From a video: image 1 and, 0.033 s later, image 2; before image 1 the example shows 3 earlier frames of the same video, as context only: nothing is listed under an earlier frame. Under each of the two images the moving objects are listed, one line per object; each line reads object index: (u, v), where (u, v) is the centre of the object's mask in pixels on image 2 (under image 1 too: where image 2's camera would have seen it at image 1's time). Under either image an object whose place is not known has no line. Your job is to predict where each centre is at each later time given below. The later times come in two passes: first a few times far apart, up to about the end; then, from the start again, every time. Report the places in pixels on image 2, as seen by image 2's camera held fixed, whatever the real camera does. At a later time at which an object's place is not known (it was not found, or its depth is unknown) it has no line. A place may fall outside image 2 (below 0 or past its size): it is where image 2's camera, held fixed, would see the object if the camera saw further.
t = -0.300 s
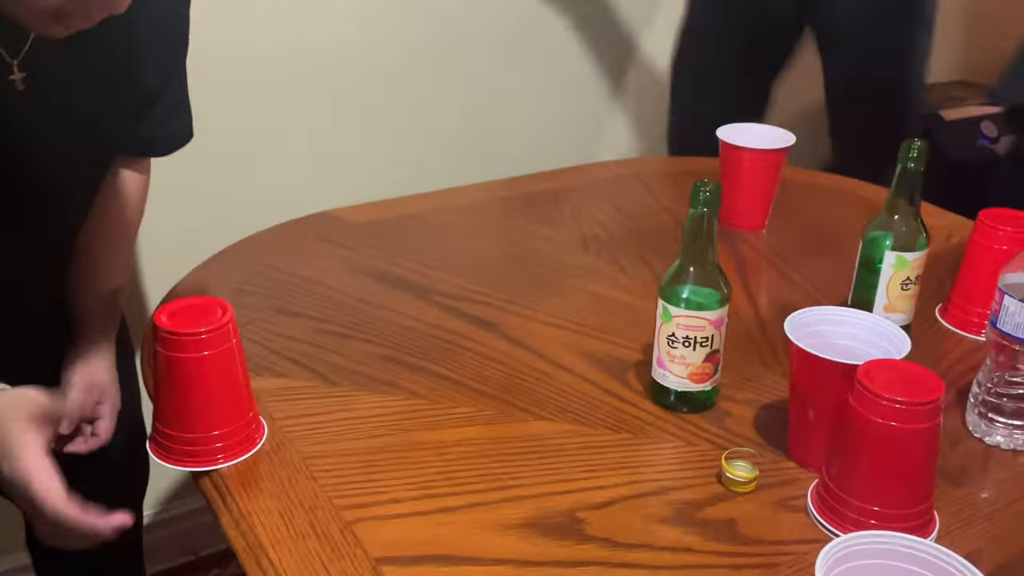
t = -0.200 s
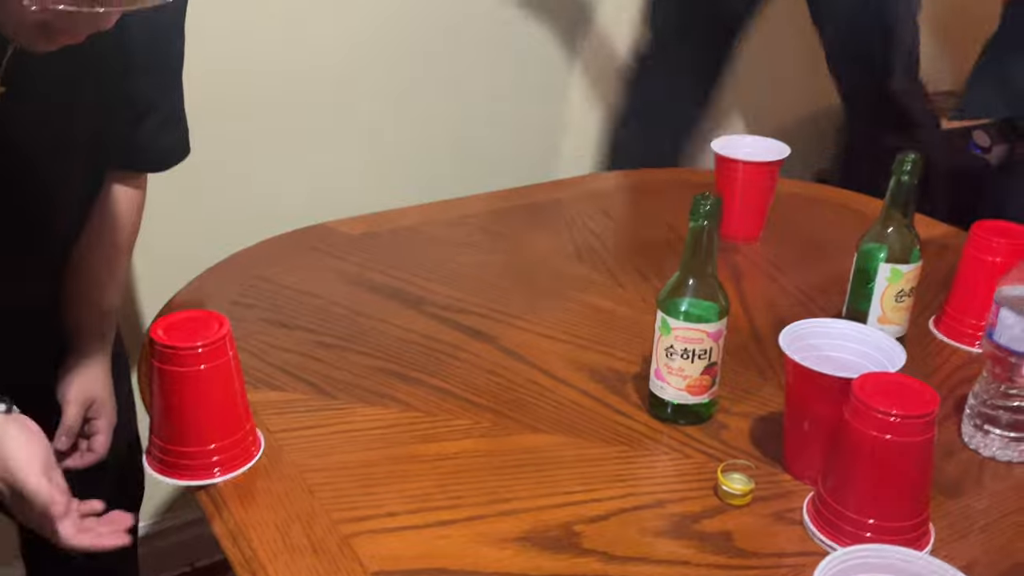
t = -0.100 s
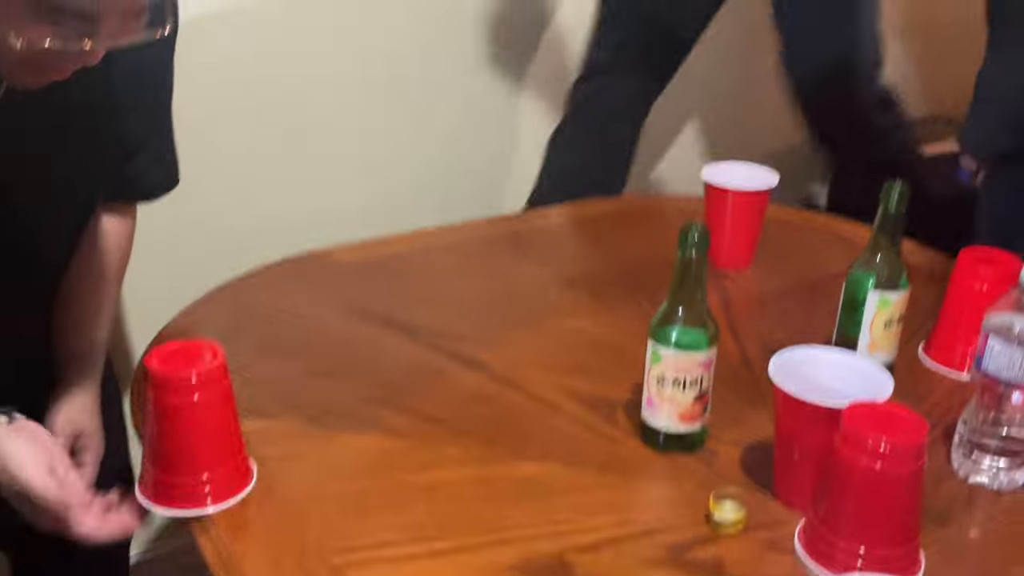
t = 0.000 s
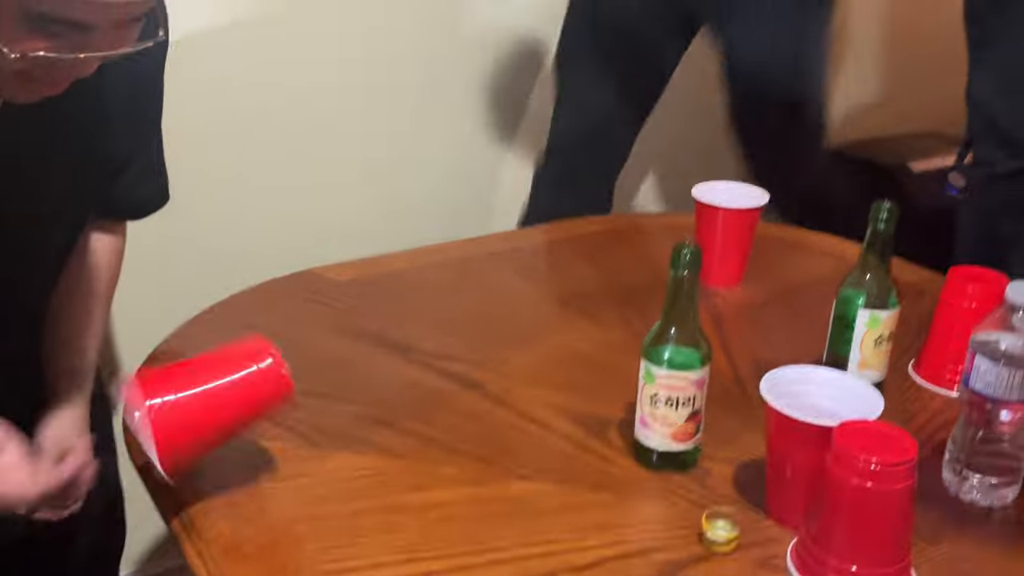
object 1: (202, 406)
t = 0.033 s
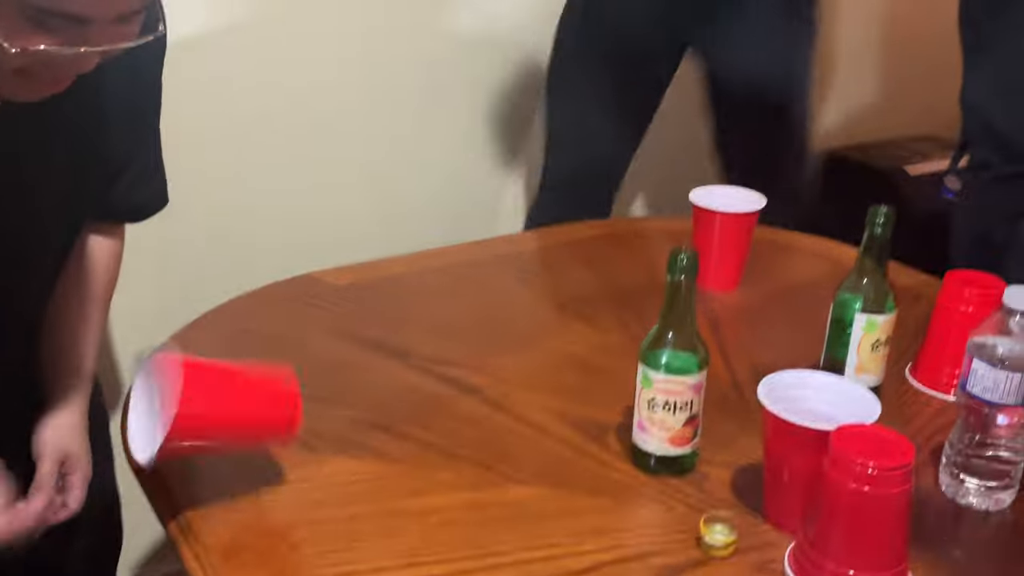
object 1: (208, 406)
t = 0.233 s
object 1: (270, 432)
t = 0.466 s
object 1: (320, 444)
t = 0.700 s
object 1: (352, 453)
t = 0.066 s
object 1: (214, 413)
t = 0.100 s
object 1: (225, 409)
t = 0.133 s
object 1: (239, 398)
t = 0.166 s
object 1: (250, 398)
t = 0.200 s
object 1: (261, 410)
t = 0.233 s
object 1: (270, 432)
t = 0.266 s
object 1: (280, 451)
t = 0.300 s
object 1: (285, 441)
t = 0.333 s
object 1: (292, 432)
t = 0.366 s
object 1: (300, 431)
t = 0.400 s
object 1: (305, 431)
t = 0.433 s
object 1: (312, 435)
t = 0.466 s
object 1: (320, 444)
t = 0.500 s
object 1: (328, 448)
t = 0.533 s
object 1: (332, 444)
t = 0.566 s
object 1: (336, 443)
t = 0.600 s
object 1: (342, 450)
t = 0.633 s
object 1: (346, 450)
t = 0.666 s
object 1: (349, 450)
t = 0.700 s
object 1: (352, 453)
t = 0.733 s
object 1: (353, 455)
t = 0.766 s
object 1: (355, 456)
